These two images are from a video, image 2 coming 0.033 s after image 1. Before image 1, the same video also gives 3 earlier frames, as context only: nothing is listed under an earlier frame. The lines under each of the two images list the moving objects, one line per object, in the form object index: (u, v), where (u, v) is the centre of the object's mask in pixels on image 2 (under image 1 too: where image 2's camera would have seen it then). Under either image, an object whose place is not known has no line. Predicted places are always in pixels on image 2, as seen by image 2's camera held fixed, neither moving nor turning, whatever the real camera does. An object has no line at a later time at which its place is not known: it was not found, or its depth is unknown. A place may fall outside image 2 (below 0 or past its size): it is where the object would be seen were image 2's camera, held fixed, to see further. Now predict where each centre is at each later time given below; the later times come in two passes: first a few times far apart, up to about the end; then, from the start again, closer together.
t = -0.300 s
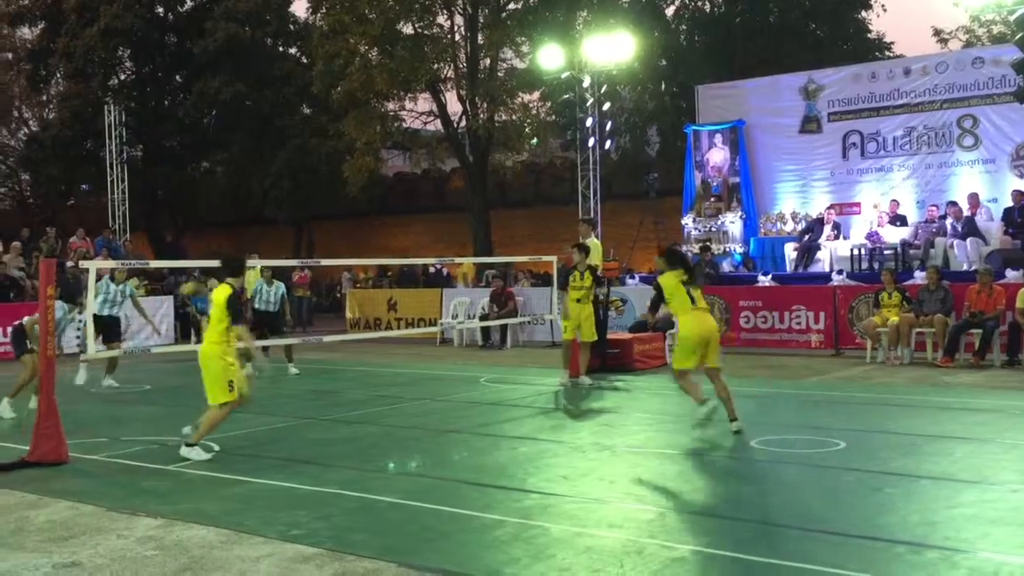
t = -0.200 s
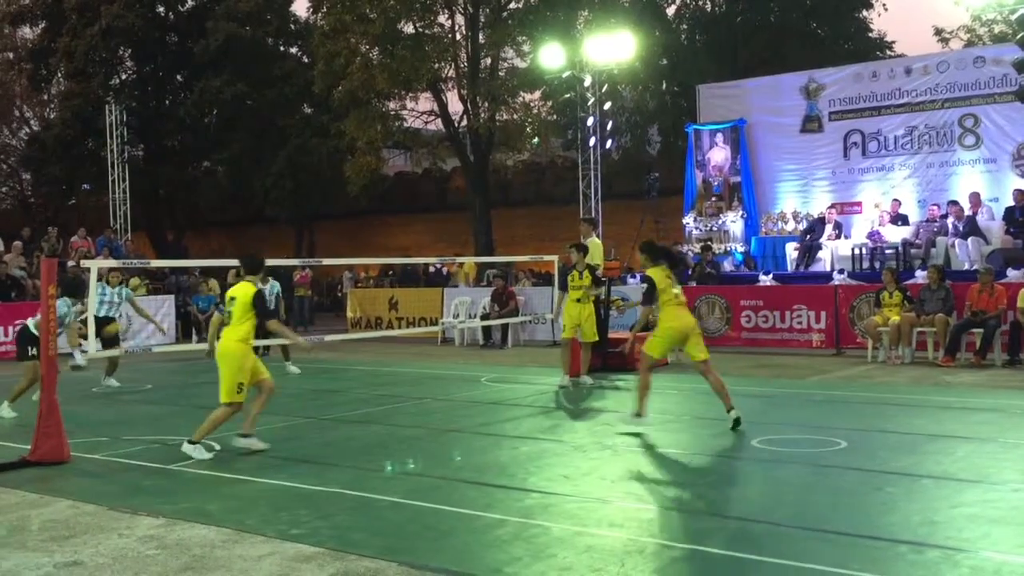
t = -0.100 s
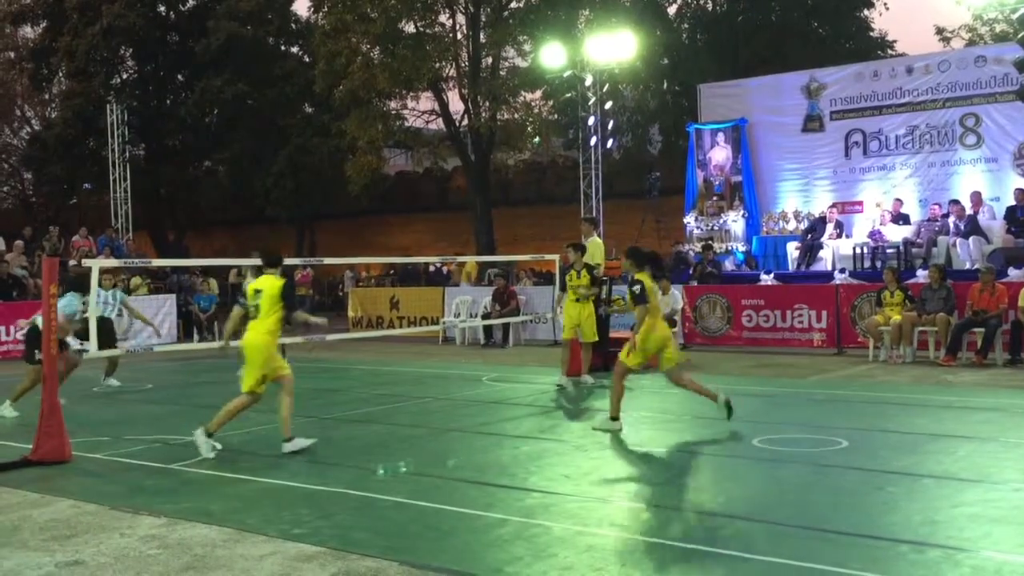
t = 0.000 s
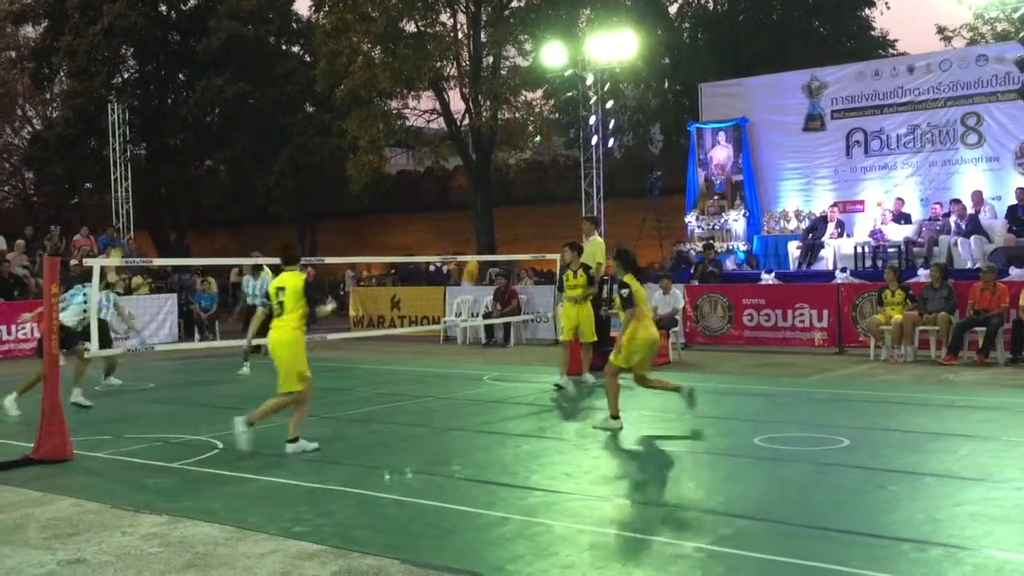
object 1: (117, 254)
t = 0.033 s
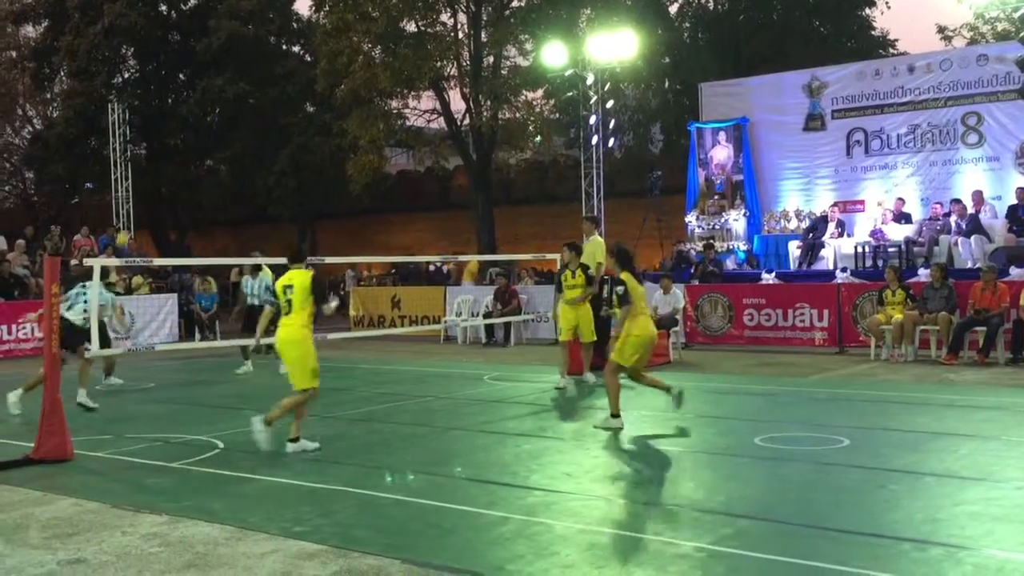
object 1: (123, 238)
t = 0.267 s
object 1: (167, 148)
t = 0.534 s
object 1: (219, 103)
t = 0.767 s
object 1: (264, 112)
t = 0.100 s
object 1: (135, 208)
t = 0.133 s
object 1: (142, 194)
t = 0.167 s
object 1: (148, 181)
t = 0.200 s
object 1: (154, 169)
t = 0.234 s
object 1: (161, 158)
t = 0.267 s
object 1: (167, 148)
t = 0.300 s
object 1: (174, 139)
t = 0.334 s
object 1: (180, 131)
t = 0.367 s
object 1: (187, 124)
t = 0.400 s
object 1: (193, 117)
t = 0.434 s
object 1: (199, 113)
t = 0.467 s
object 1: (205, 108)
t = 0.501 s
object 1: (212, 105)
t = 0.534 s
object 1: (219, 103)
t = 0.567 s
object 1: (225, 100)
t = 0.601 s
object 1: (232, 100)
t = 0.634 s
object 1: (238, 101)
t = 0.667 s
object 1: (245, 102)
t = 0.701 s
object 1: (251, 105)
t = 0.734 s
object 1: (257, 108)
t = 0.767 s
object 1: (264, 112)
